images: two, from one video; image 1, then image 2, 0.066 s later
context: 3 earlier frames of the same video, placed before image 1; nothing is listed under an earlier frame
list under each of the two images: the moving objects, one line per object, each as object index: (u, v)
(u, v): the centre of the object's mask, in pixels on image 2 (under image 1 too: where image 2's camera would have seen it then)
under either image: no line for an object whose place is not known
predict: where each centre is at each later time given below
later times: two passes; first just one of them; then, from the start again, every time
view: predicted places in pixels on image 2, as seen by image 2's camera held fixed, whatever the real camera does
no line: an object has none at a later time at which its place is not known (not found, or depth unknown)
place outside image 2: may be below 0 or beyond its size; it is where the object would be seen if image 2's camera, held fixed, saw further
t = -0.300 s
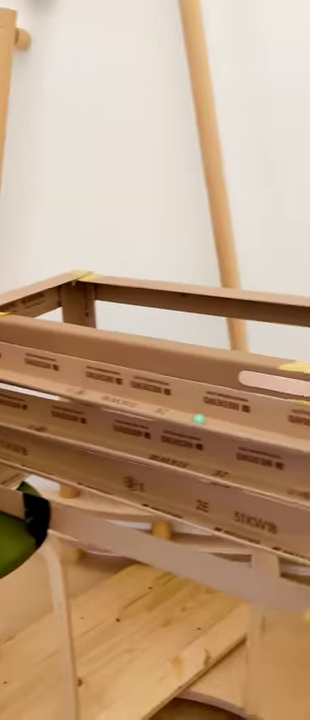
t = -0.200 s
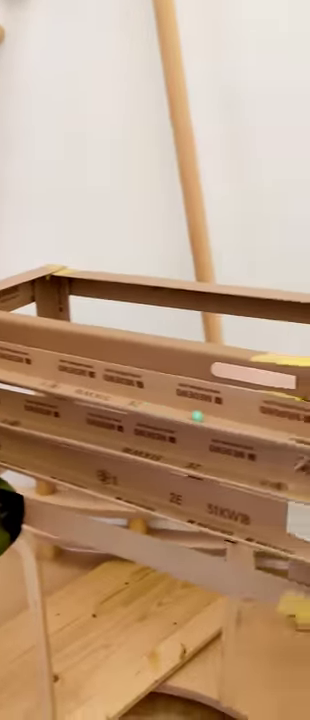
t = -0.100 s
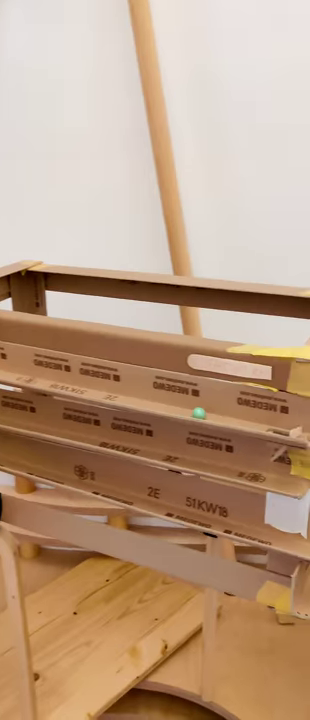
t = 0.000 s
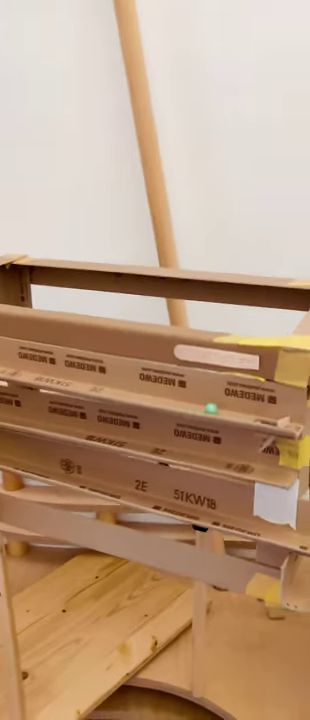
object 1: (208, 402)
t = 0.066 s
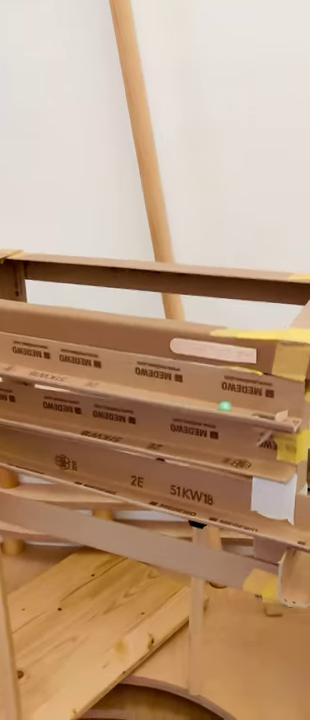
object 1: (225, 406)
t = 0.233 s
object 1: (270, 416)
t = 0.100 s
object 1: (234, 408)
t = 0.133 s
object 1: (243, 410)
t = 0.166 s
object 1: (251, 411)
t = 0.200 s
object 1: (261, 413)
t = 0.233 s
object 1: (270, 416)
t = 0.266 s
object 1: (269, 416)
